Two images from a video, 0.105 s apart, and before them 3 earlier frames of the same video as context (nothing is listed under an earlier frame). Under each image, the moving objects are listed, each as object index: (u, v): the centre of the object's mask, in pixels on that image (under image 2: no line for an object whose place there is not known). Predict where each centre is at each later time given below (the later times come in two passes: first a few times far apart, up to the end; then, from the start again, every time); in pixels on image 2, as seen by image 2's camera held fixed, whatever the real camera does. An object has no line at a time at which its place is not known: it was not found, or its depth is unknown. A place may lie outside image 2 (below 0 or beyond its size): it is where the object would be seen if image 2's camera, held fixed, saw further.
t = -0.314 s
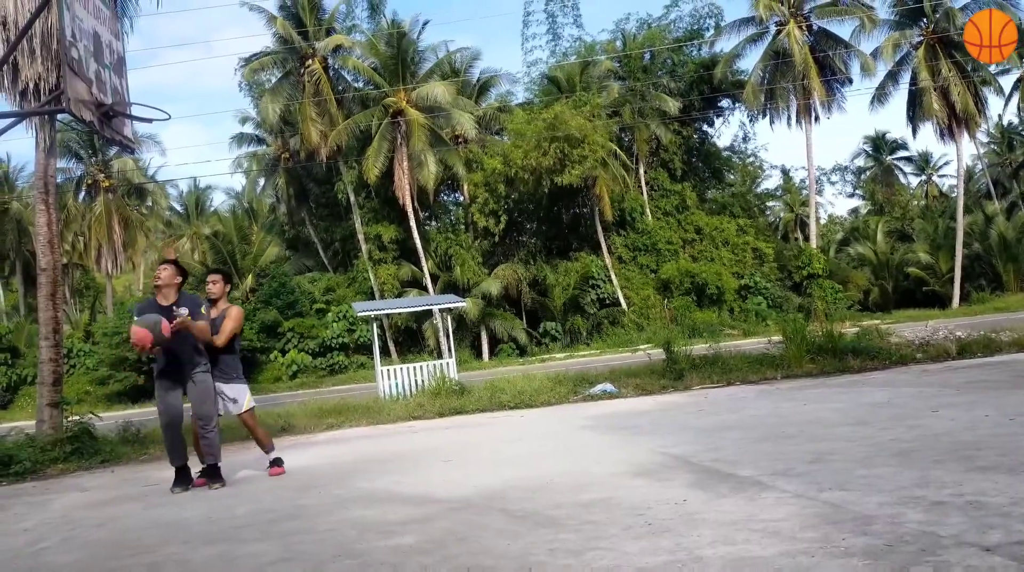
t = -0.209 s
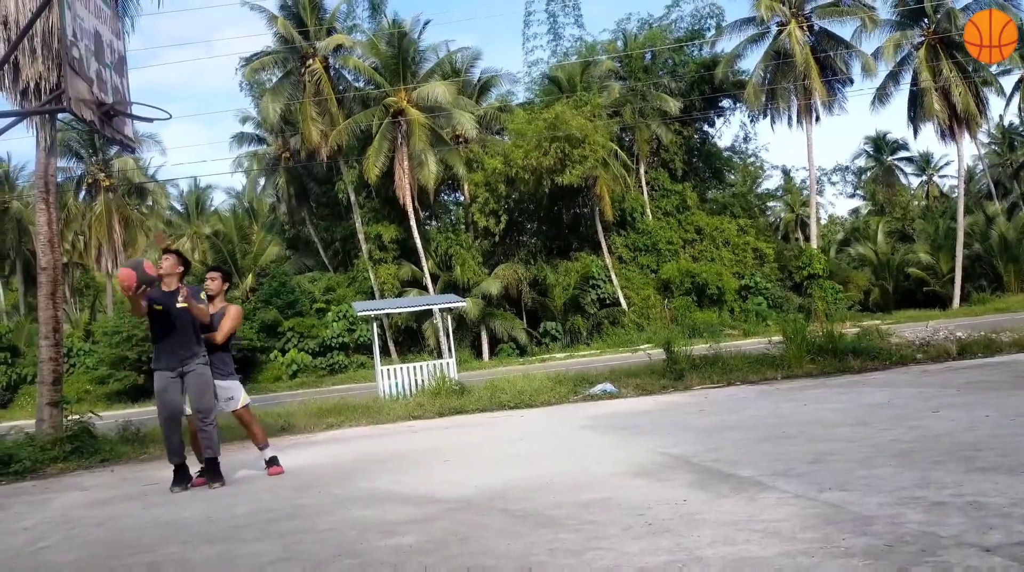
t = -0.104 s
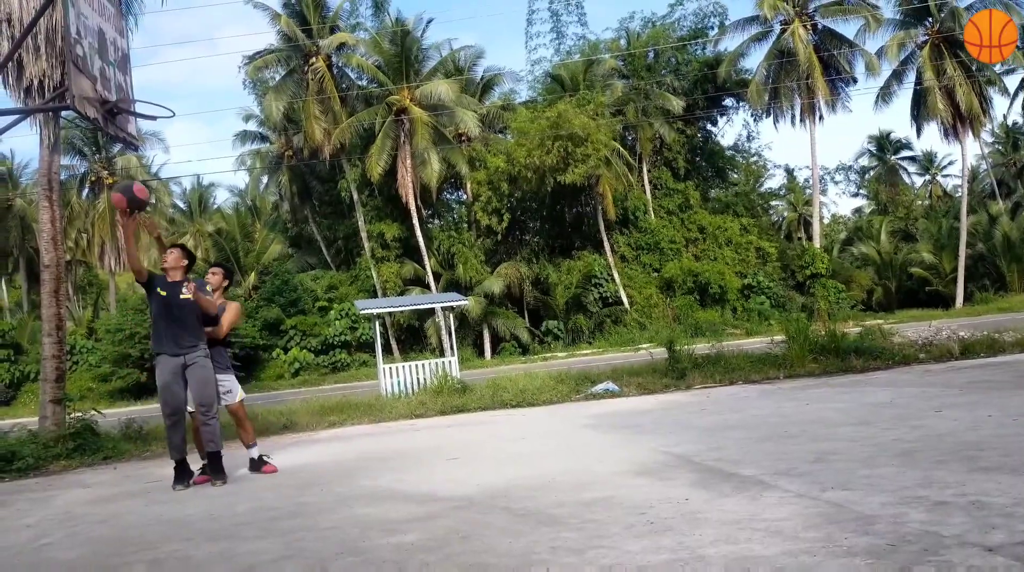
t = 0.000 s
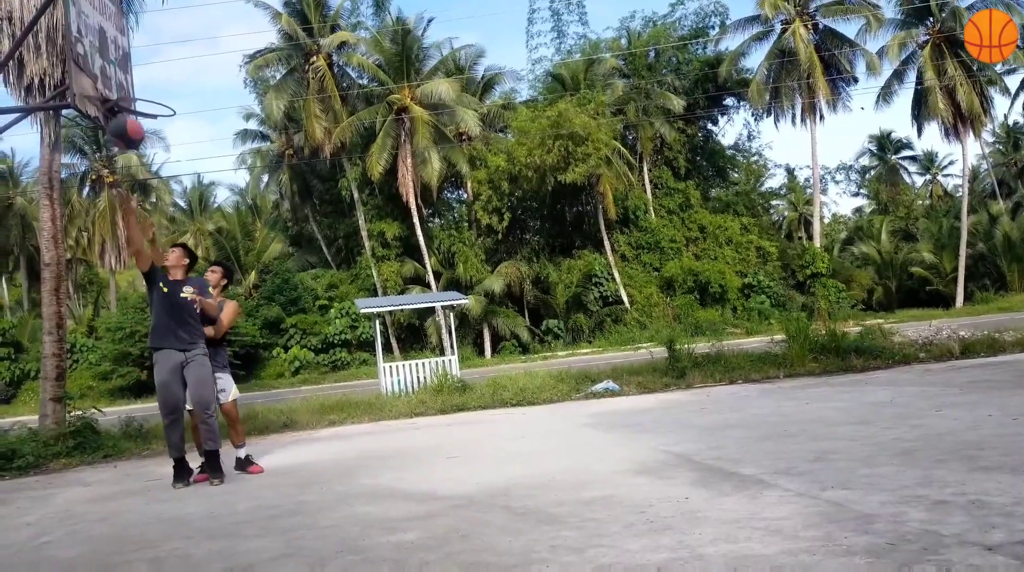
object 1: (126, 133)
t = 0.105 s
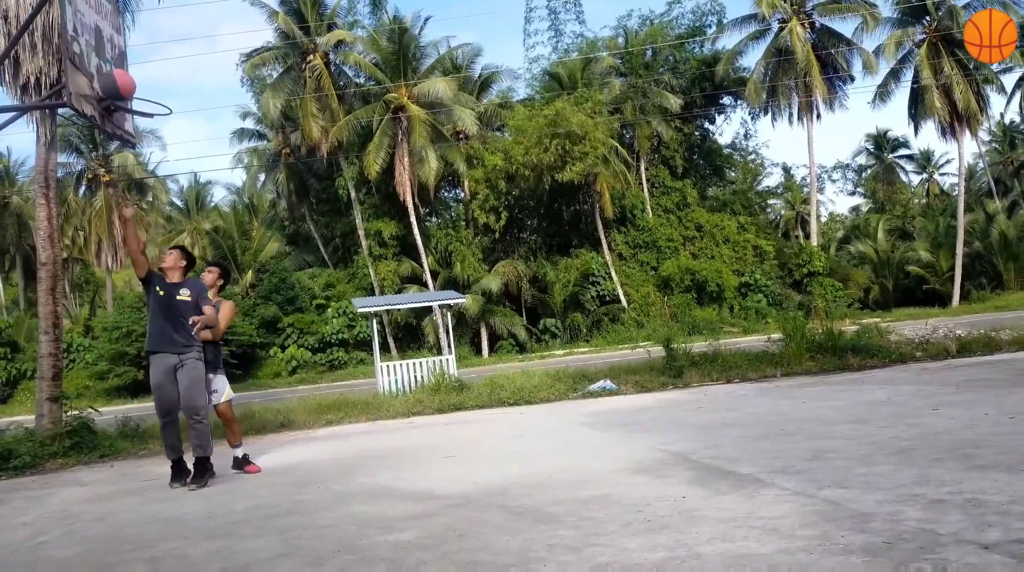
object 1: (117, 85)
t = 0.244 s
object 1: (113, 48)
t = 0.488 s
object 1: (115, 39)
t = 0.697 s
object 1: (138, 79)
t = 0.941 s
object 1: (159, 130)
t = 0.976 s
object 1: (162, 139)
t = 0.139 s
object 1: (116, 74)
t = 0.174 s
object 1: (115, 64)
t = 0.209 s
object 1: (114, 55)
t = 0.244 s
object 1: (113, 48)
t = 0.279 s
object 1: (112, 43)
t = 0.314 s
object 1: (112, 38)
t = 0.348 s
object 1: (111, 36)
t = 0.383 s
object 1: (112, 35)
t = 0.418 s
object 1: (112, 36)
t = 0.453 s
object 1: (112, 37)
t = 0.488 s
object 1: (115, 39)
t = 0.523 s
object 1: (119, 43)
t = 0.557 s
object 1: (123, 48)
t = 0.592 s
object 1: (126, 54)
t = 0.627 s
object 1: (130, 61)
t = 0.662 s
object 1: (132, 69)
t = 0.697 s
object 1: (138, 79)
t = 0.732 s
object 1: (142, 90)
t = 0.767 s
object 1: (146, 103)
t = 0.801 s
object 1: (149, 108)
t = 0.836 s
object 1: (151, 112)
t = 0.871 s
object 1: (154, 117)
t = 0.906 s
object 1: (156, 123)
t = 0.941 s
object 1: (159, 130)
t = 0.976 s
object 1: (162, 139)
